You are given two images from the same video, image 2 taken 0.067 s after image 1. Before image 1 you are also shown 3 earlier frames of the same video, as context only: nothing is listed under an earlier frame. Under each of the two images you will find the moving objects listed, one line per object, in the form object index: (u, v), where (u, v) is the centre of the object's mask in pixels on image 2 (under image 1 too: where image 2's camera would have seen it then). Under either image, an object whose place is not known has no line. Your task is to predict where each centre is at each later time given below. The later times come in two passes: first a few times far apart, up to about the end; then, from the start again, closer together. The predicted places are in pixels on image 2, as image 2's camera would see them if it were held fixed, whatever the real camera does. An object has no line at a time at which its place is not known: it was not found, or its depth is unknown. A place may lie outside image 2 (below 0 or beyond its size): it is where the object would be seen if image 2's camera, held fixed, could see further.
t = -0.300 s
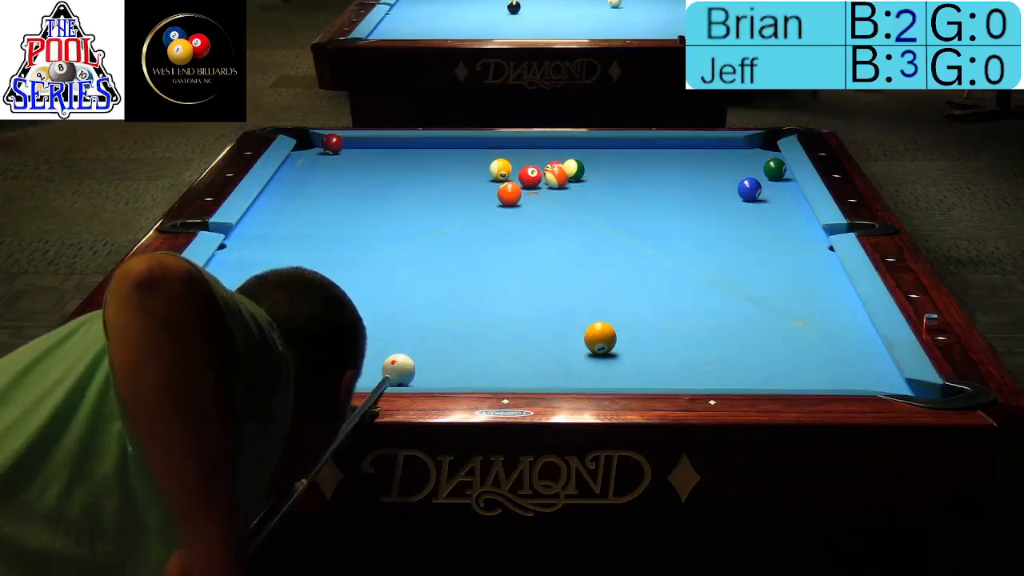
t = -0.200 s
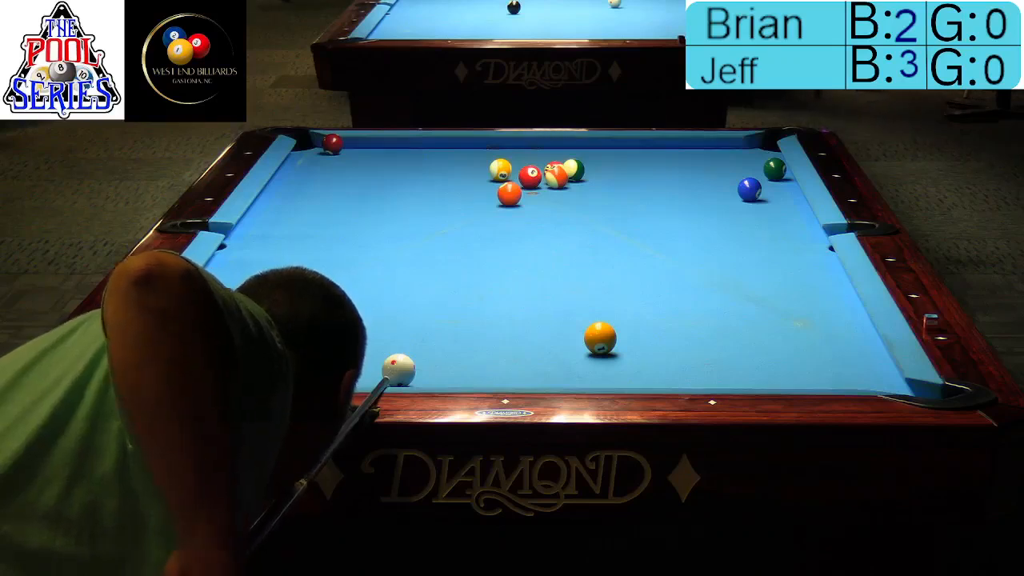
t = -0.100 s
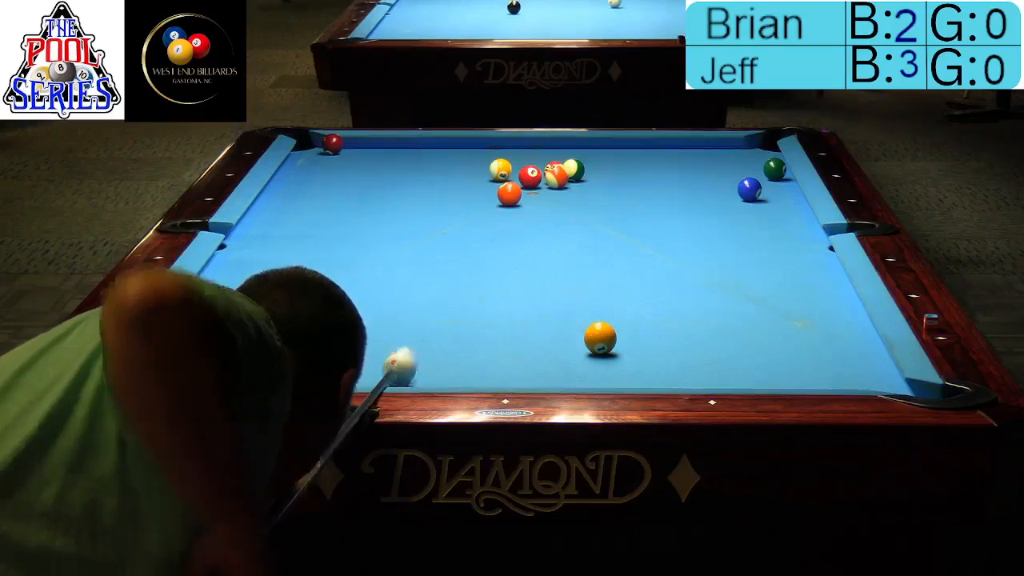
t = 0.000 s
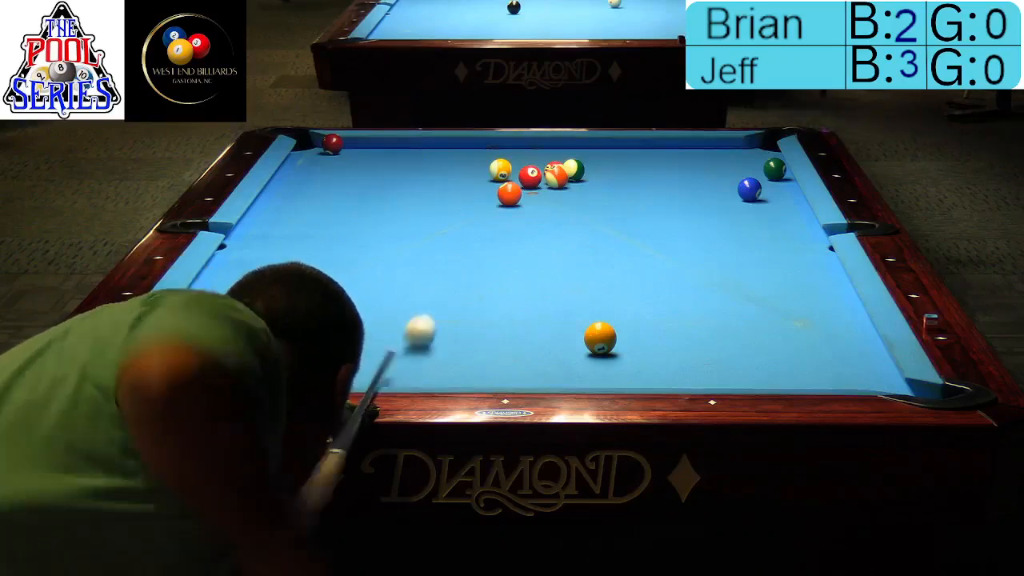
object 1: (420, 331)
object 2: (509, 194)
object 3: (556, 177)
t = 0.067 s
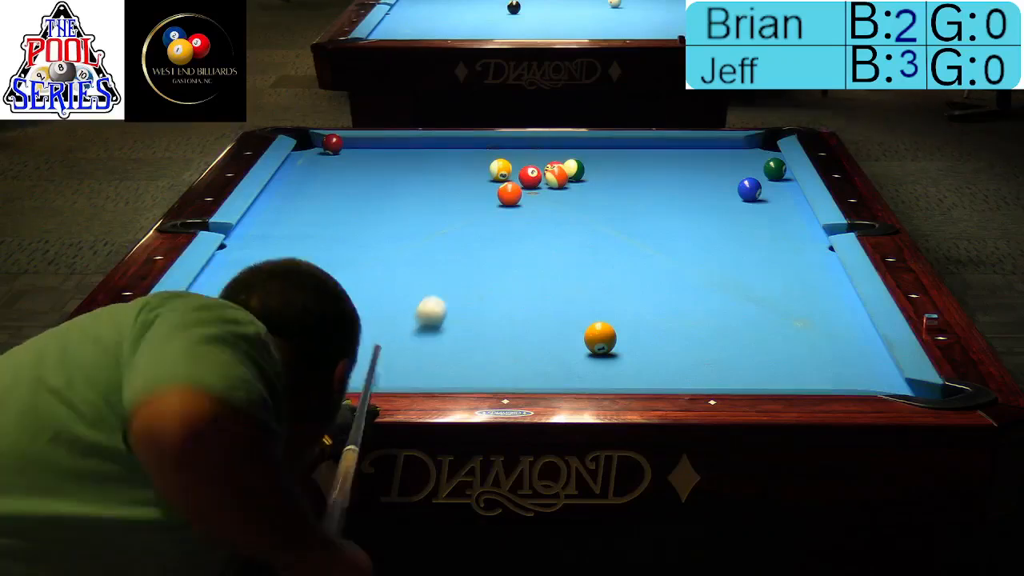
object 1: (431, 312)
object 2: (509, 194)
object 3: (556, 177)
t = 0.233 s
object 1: (454, 270)
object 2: (509, 194)
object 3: (556, 177)
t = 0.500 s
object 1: (485, 215)
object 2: (509, 194)
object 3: (556, 177)
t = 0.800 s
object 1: (442, 186)
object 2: (571, 180)
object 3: (558, 177)
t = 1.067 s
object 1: (386, 169)
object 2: (626, 178)
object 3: (575, 177)
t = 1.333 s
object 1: (335, 154)
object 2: (678, 175)
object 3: (587, 177)
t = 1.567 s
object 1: (312, 143)
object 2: (721, 173)
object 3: (595, 176)
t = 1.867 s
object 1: (307, 141)
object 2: (765, 171)
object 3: (602, 176)
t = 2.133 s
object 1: (301, 141)
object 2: (778, 173)
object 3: (604, 176)
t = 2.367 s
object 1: (303, 140)
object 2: (769, 173)
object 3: (605, 176)
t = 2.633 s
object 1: (303, 140)
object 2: (762, 173)
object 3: (606, 176)
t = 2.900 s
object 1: (303, 140)
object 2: (757, 173)
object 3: (606, 176)
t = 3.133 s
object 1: (303, 140)
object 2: (754, 172)
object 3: (606, 176)
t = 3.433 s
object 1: (303, 140)
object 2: (751, 172)
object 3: (606, 176)
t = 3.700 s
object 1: (303, 140)
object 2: (751, 172)
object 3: (606, 176)
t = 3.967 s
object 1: (303, 140)
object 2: (752, 172)
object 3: (606, 176)
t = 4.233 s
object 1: (303, 140)
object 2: (751, 172)
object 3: (606, 176)
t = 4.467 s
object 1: (303, 140)
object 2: (752, 172)
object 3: (606, 176)
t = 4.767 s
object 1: (303, 140)
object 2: (752, 172)
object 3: (606, 176)
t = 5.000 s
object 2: (752, 172)
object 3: (606, 176)
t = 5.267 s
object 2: (752, 172)
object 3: (606, 176)
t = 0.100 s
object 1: (436, 303)
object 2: (509, 194)
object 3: (556, 177)
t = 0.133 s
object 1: (441, 294)
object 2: (509, 194)
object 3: (556, 177)
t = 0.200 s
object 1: (450, 278)
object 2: (509, 194)
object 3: (556, 177)
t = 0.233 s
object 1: (454, 270)
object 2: (509, 194)
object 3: (556, 177)
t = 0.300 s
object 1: (463, 255)
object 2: (509, 194)
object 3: (556, 177)
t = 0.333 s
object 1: (467, 247)
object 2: (509, 194)
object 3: (556, 177)
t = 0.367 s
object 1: (471, 241)
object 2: (509, 194)
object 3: (556, 177)
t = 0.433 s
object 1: (478, 228)
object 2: (509, 194)
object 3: (556, 177)
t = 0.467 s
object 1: (481, 221)
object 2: (509, 194)
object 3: (556, 177)
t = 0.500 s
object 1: (485, 215)
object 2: (509, 194)
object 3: (556, 177)
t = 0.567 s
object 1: (491, 204)
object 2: (510, 193)
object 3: (556, 177)
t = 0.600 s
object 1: (493, 199)
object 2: (512, 193)
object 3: (556, 177)
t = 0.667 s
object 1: (475, 194)
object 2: (532, 187)
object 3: (556, 177)
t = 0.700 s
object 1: (466, 192)
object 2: (543, 185)
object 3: (558, 175)
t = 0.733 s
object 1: (457, 190)
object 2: (554, 180)
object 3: (557, 174)
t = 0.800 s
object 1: (442, 186)
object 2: (571, 180)
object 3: (558, 177)
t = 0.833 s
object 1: (435, 184)
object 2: (578, 180)
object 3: (560, 177)
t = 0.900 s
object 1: (420, 179)
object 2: (591, 178)
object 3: (566, 177)
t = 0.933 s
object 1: (413, 177)
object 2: (599, 179)
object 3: (568, 177)
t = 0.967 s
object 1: (406, 175)
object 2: (606, 178)
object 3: (570, 177)
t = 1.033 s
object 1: (392, 171)
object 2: (619, 178)
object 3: (574, 177)
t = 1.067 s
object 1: (386, 169)
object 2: (626, 178)
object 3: (575, 177)
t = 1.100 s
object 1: (378, 168)
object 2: (633, 177)
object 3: (577, 177)
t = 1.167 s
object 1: (366, 163)
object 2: (646, 176)
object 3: (580, 177)
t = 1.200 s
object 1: (360, 161)
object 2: (652, 176)
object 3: (581, 177)
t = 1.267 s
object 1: (348, 158)
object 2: (666, 176)
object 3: (584, 177)
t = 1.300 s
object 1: (341, 156)
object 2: (672, 175)
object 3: (586, 177)
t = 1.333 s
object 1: (335, 154)
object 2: (678, 175)
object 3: (587, 177)
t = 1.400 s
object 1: (324, 150)
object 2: (691, 175)
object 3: (589, 176)
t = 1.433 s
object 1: (317, 149)
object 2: (697, 174)
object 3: (591, 176)
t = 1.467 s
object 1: (312, 146)
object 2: (703, 174)
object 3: (592, 176)
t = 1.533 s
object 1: (309, 144)
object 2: (716, 173)
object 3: (594, 176)
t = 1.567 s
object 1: (312, 143)
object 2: (721, 173)
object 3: (595, 176)
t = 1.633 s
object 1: (315, 141)
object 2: (733, 172)
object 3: (596, 176)
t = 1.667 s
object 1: (316, 140)
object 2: (738, 171)
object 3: (598, 176)
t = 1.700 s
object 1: (317, 140)
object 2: (744, 170)
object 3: (598, 176)
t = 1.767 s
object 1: (312, 140)
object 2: (757, 170)
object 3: (600, 176)
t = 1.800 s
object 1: (311, 140)
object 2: (760, 170)
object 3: (601, 176)
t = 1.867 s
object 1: (307, 141)
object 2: (765, 171)
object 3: (602, 176)
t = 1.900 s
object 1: (305, 141)
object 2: (767, 172)
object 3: (602, 176)
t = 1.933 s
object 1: (303, 141)
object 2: (770, 172)
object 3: (603, 176)
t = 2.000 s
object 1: (301, 141)
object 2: (775, 173)
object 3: (604, 176)
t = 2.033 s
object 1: (300, 141)
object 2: (777, 173)
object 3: (604, 176)
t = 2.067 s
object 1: (300, 141)
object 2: (779, 173)
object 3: (604, 176)
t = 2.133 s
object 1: (301, 141)
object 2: (778, 173)
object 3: (604, 176)
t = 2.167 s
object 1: (302, 141)
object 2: (777, 173)
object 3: (605, 176)
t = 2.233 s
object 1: (302, 141)
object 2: (774, 174)
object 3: (605, 176)
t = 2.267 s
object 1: (302, 141)
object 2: (773, 173)
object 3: (605, 176)
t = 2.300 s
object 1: (302, 140)
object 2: (771, 173)
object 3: (605, 176)
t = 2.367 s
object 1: (303, 140)
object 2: (769, 173)
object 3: (605, 176)
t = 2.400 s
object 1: (303, 140)
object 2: (768, 173)
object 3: (605, 176)
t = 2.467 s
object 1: (303, 140)
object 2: (766, 174)
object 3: (605, 176)
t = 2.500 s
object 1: (303, 140)
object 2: (765, 173)
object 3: (605, 176)
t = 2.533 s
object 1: (303, 140)
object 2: (764, 173)
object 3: (605, 176)
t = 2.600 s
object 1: (303, 140)
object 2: (763, 173)
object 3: (606, 176)
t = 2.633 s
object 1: (303, 140)
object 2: (762, 173)
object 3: (606, 176)
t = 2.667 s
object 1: (303, 140)
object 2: (761, 173)
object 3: (606, 176)
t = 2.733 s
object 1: (303, 140)
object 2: (760, 172)
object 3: (605, 176)
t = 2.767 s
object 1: (303, 140)
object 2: (759, 172)
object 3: (606, 176)
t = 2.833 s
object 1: (303, 140)
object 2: (758, 173)
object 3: (606, 176)
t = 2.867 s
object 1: (303, 140)
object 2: (757, 173)
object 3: (605, 176)
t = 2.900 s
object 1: (303, 140)
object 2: (757, 173)
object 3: (606, 176)
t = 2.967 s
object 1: (303, 140)
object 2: (756, 173)
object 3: (606, 176)
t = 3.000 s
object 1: (303, 140)
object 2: (755, 173)
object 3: (606, 176)
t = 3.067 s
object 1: (303, 140)
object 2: (754, 172)
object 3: (606, 176)
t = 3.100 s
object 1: (303, 140)
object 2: (754, 172)
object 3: (606, 176)
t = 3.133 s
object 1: (303, 140)
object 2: (754, 172)
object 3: (606, 176)
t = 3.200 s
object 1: (303, 140)
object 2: (753, 172)
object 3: (606, 176)
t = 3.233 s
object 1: (303, 140)
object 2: (753, 172)
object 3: (606, 176)
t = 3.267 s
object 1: (303, 140)
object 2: (752, 172)
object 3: (606, 176)
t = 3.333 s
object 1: (303, 140)
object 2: (752, 172)
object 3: (606, 176)
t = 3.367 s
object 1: (303, 140)
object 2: (752, 172)
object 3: (606, 176)
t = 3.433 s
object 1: (303, 140)
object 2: (751, 172)
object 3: (606, 176)
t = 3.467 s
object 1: (303, 140)
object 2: (751, 172)
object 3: (606, 176)
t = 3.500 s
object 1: (303, 140)
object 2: (751, 172)
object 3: (606, 176)
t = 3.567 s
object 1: (303, 140)
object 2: (751, 172)
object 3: (606, 176)
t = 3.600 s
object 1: (303, 140)
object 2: (751, 172)
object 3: (606, 176)
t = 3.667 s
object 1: (303, 140)
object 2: (751, 172)
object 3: (606, 176)
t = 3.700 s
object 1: (303, 140)
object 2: (751, 172)
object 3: (606, 176)
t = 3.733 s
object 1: (303, 140)
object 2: (751, 172)
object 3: (606, 176)
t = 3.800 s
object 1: (303, 140)
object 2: (751, 172)
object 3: (606, 176)
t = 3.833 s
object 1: (303, 140)
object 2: (751, 172)
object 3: (606, 176)
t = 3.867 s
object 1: (303, 140)
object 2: (751, 172)
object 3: (606, 176)
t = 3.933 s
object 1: (303, 141)
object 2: (751, 173)
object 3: (606, 176)
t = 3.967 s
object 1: (303, 140)
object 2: (752, 172)
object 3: (606, 176)
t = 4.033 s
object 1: (303, 140)
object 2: (751, 172)
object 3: (606, 176)
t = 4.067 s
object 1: (303, 141)
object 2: (751, 173)
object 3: (606, 176)
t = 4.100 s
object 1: (303, 140)
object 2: (751, 172)
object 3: (606, 176)
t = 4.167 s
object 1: (303, 140)
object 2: (751, 172)
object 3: (606, 176)
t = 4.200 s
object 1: (303, 140)
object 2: (751, 172)
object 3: (606, 176)
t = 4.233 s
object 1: (303, 140)
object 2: (751, 172)
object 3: (606, 176)
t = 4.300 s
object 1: (303, 140)
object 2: (751, 172)
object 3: (606, 176)
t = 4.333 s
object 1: (303, 140)
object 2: (751, 172)
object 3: (606, 176)
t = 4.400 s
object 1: (303, 140)
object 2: (751, 172)
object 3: (606, 176)
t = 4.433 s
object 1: (303, 140)
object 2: (751, 172)
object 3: (606, 176)
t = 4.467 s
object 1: (303, 140)
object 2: (752, 172)
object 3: (606, 176)
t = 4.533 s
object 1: (303, 140)
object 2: (751, 172)
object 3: (606, 176)
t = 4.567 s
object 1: (303, 140)
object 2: (752, 172)
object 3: (606, 176)
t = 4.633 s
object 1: (303, 140)
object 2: (752, 172)
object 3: (606, 176)
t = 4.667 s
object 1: (303, 140)
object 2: (752, 172)
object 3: (606, 176)
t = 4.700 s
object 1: (303, 140)
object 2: (752, 172)
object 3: (606, 176)
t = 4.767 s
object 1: (303, 140)
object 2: (752, 172)
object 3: (606, 176)
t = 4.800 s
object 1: (303, 140)
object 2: (752, 172)
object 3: (606, 176)
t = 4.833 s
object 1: (303, 140)
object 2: (752, 172)
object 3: (606, 176)
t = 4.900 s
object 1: (303, 140)
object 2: (752, 172)
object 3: (606, 176)
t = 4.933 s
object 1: (306, 138)
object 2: (752, 172)
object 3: (606, 176)
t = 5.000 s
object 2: (752, 172)
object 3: (606, 176)
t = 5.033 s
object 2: (752, 172)
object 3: (606, 176)
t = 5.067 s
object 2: (751, 172)
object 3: (606, 176)
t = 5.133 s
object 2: (752, 172)
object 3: (606, 176)
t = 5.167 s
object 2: (752, 172)
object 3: (606, 176)
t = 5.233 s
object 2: (751, 172)
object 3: (606, 176)
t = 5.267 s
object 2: (752, 172)
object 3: (606, 176)
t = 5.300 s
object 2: (751, 172)
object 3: (606, 176)
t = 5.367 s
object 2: (751, 172)
